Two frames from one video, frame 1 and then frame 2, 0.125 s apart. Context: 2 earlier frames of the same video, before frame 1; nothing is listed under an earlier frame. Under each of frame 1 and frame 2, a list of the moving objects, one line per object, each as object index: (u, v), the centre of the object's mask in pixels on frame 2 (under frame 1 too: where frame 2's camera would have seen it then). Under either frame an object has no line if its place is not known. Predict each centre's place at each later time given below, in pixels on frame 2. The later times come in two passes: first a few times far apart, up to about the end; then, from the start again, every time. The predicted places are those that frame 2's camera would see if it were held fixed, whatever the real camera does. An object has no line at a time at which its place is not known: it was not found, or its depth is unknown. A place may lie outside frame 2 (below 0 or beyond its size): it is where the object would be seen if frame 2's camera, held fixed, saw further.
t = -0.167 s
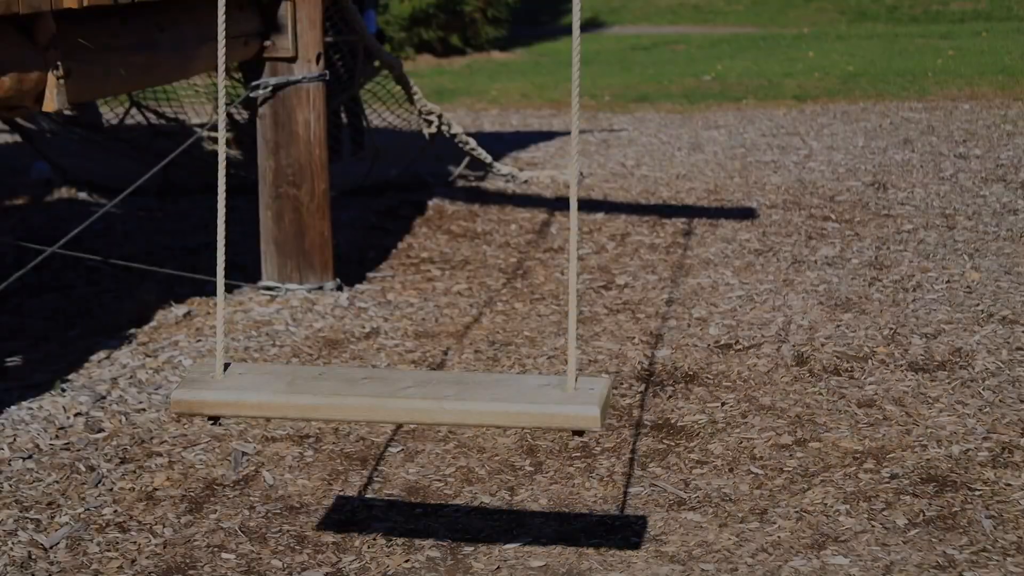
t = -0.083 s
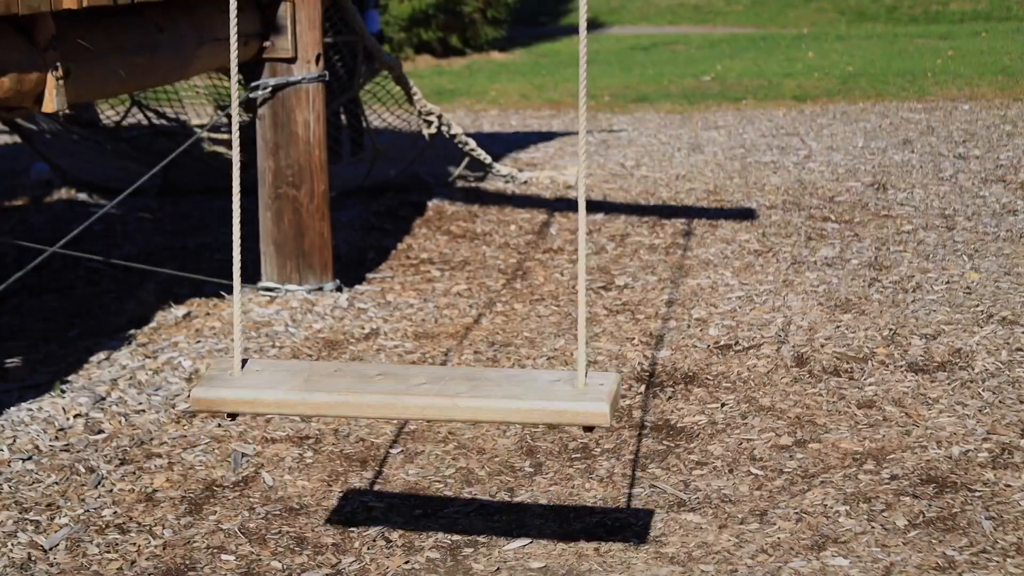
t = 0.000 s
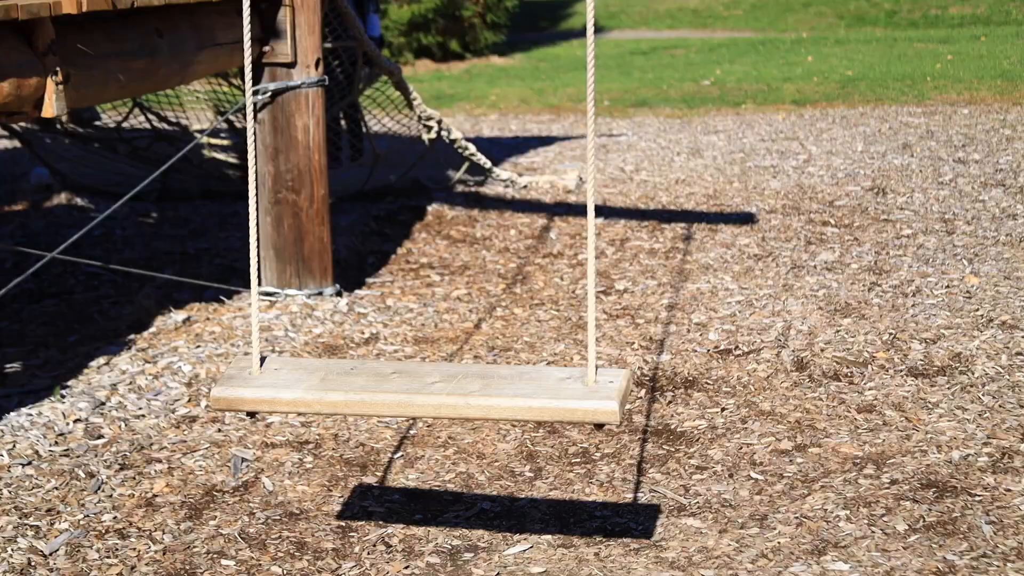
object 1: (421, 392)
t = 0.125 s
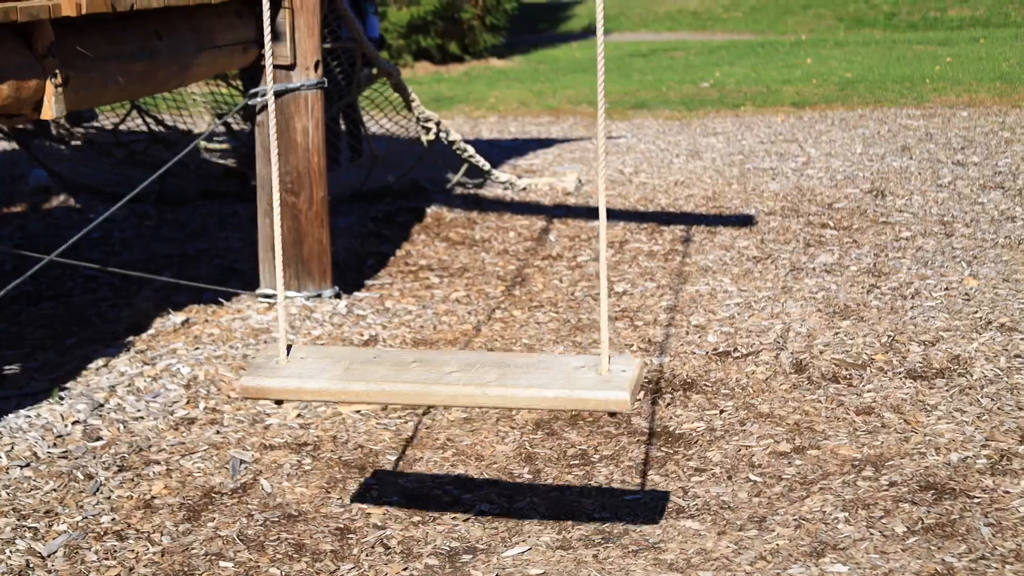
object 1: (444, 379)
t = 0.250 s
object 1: (464, 362)
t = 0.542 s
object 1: (498, 323)
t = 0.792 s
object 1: (506, 307)
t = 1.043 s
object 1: (498, 316)
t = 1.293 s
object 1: (471, 346)
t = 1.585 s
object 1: (424, 384)
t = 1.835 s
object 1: (382, 405)
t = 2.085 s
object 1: (351, 410)
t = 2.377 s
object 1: (347, 411)
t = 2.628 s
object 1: (372, 408)
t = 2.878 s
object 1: (413, 394)
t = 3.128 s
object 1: (456, 367)
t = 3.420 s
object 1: (493, 330)
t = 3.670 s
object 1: (506, 311)
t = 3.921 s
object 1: (502, 318)
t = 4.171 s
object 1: (483, 345)
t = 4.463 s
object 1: (438, 382)
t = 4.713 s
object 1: (393, 403)
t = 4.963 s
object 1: (356, 410)
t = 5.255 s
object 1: (340, 411)
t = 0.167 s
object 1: (451, 373)
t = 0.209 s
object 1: (458, 367)
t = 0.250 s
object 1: (464, 362)
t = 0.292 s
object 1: (470, 356)
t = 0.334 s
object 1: (477, 350)
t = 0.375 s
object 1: (482, 344)
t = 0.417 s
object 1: (486, 338)
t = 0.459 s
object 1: (489, 333)
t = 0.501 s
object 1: (494, 328)
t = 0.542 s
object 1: (498, 323)
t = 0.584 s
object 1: (500, 319)
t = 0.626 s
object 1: (502, 315)
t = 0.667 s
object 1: (504, 312)
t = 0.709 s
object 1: (505, 310)
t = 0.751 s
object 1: (506, 308)
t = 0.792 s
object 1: (506, 307)
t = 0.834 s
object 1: (506, 306)
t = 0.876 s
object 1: (506, 307)
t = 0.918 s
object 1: (505, 308)
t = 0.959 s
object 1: (503, 310)
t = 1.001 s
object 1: (501, 313)
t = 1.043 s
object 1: (498, 316)
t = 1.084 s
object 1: (495, 320)
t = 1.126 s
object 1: (491, 324)
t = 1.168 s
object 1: (488, 329)
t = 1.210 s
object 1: (484, 334)
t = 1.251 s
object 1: (478, 340)
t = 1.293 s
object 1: (471, 346)
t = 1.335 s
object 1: (466, 351)
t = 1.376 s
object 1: (461, 358)
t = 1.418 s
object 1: (453, 363)
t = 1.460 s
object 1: (446, 368)
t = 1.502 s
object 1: (439, 374)
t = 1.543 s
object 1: (431, 379)
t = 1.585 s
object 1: (424, 384)
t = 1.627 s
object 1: (417, 388)
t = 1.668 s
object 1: (409, 393)
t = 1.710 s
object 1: (402, 396)
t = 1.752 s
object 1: (395, 399)
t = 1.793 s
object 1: (388, 402)
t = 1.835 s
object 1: (382, 405)
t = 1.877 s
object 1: (374, 406)
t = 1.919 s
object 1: (369, 408)
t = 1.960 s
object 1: (363, 409)
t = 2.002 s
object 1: (358, 410)
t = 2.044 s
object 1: (354, 410)
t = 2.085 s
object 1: (351, 410)
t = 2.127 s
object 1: (348, 411)
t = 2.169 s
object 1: (346, 411)
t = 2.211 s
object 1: (344, 411)
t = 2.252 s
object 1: (343, 411)
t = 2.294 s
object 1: (344, 411)
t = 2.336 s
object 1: (345, 411)
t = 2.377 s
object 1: (347, 411)
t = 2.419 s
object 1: (349, 411)
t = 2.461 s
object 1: (353, 411)
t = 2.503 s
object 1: (357, 410)
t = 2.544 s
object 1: (360, 410)
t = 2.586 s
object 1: (366, 409)
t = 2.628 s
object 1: (372, 408)
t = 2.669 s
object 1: (379, 407)
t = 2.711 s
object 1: (384, 405)
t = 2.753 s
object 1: (391, 403)
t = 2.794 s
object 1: (400, 401)
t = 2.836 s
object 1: (406, 398)
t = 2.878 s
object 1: (413, 394)
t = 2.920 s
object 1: (421, 391)
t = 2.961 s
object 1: (428, 386)
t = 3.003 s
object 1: (435, 382)
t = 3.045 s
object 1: (442, 377)
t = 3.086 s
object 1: (449, 372)
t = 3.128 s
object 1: (456, 367)
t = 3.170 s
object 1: (463, 361)
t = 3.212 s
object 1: (468, 355)
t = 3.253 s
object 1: (474, 350)
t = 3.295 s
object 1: (478, 344)
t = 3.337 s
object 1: (484, 339)
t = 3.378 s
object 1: (488, 334)
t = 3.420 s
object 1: (493, 330)
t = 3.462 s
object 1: (496, 325)
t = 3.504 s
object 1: (499, 321)
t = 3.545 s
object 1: (501, 317)
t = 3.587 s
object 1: (503, 315)
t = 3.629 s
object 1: (505, 313)
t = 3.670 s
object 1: (506, 311)
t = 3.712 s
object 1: (506, 311)
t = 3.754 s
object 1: (506, 311)
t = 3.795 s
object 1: (506, 312)
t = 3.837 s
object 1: (505, 313)
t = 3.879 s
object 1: (504, 315)
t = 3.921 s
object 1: (502, 318)
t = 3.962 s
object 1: (500, 321)
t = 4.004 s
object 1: (497, 325)
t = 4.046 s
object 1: (496, 330)
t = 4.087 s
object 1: (491, 334)
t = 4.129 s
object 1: (487, 339)
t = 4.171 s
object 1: (483, 345)
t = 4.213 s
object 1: (478, 350)
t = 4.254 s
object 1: (472, 356)
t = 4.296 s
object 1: (466, 362)
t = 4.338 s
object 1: (460, 367)
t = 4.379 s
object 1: (453, 372)
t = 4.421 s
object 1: (445, 377)
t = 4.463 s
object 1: (438, 382)
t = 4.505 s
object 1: (431, 387)
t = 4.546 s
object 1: (424, 391)
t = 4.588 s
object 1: (417, 394)
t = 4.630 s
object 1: (408, 397)
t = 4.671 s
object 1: (402, 401)
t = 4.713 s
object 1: (393, 403)
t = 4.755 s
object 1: (385, 405)
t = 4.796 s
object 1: (379, 407)
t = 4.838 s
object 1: (372, 408)
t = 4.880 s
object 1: (366, 409)
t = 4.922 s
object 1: (361, 409)
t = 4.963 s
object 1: (356, 410)
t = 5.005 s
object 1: (351, 410)
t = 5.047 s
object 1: (348, 411)
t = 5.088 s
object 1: (344, 410)
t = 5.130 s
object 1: (342, 410)
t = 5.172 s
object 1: (341, 410)
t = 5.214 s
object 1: (341, 410)
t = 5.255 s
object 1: (340, 411)
